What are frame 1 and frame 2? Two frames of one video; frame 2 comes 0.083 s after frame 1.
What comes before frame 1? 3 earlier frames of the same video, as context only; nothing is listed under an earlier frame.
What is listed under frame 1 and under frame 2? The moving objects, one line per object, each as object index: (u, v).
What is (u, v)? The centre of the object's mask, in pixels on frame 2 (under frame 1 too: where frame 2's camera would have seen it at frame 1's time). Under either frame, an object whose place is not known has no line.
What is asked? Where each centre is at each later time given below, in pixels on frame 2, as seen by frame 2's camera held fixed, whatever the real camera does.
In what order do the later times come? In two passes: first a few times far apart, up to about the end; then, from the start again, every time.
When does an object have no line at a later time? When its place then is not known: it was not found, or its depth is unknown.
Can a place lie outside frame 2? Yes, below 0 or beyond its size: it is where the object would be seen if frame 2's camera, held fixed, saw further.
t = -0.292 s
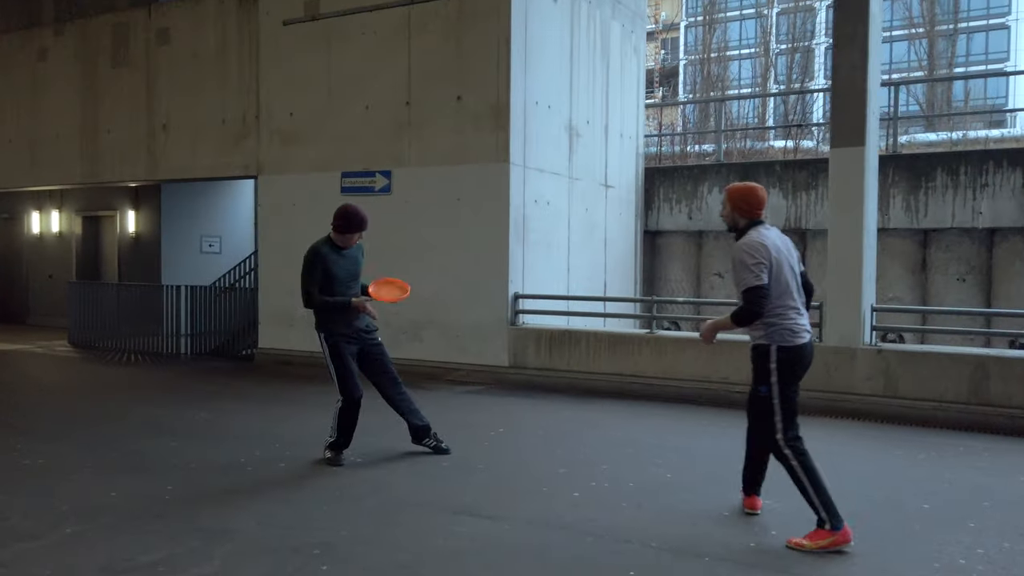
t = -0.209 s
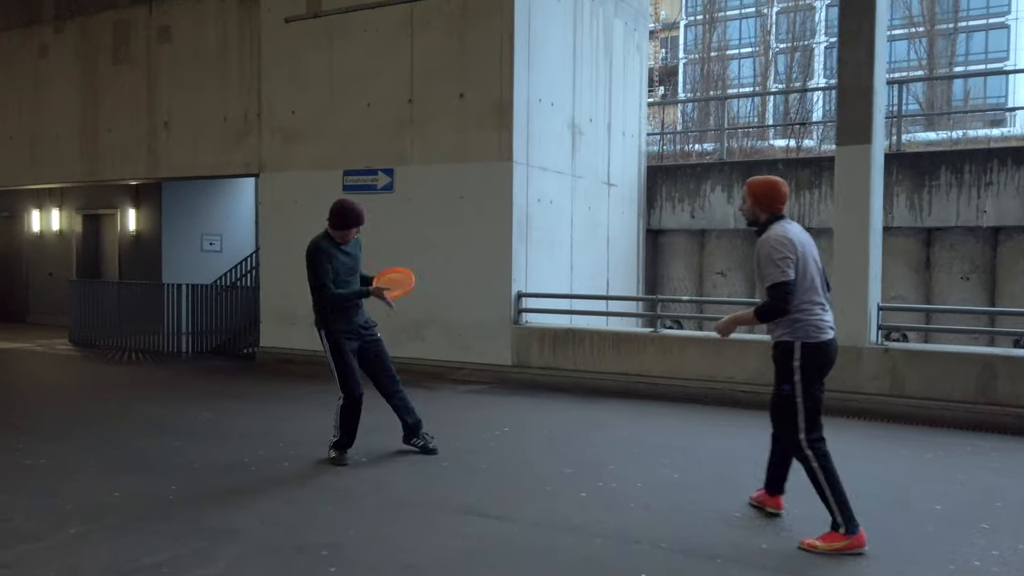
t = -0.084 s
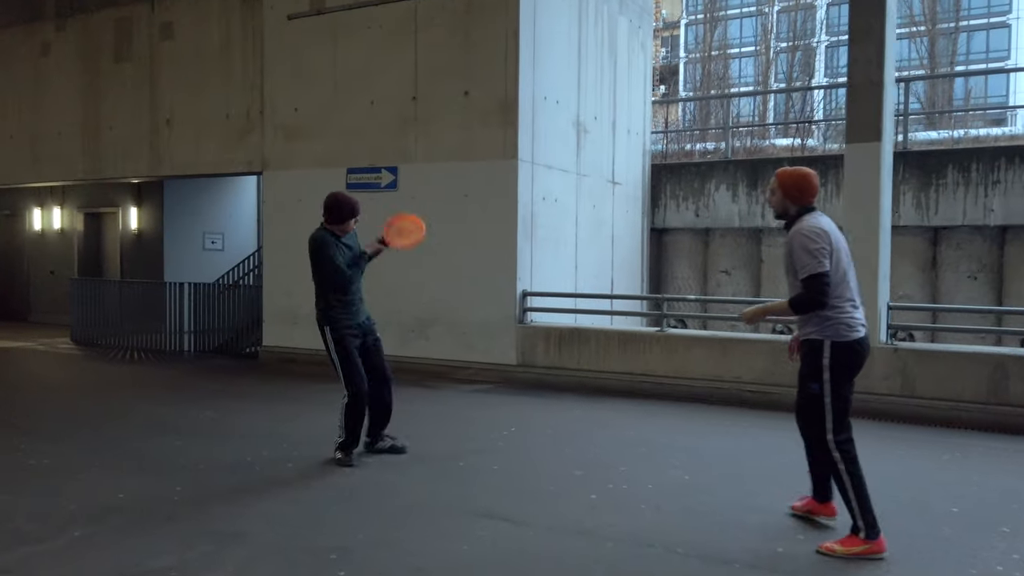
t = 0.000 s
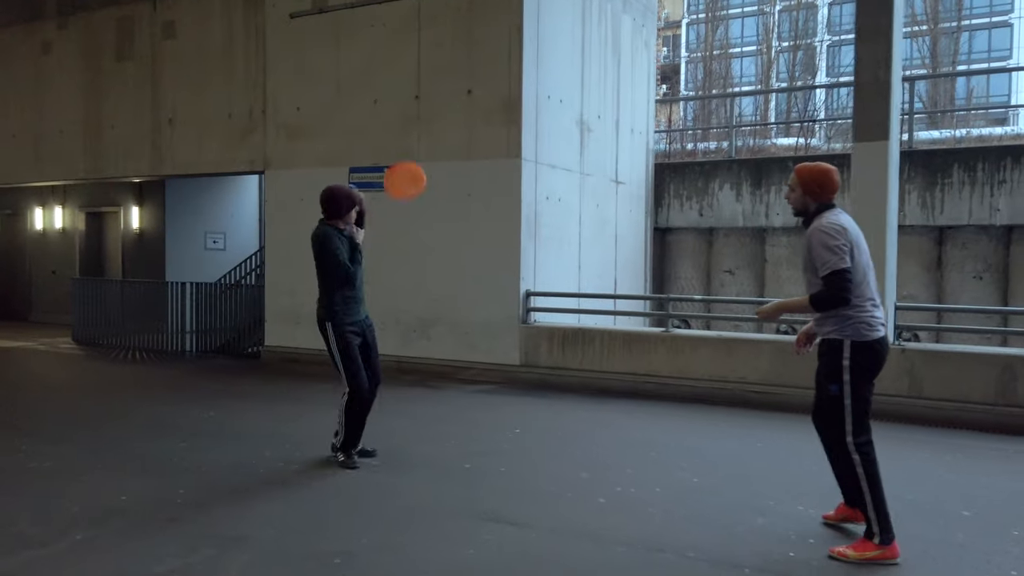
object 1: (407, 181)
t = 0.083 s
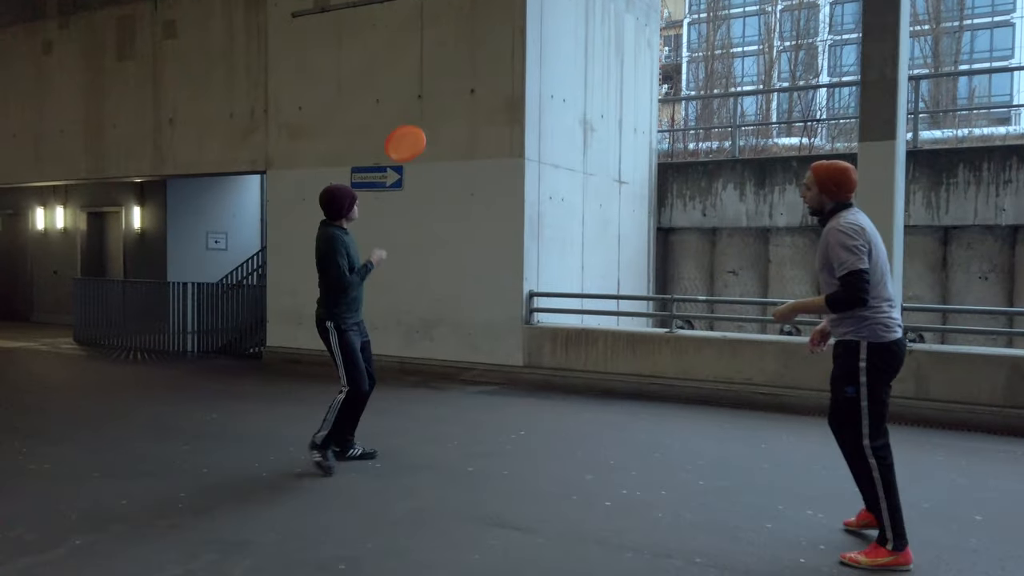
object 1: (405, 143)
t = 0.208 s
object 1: (403, 108)
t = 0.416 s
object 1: (401, 106)
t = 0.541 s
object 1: (400, 136)
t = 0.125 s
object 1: (405, 127)
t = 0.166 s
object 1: (404, 118)
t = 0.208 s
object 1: (403, 108)
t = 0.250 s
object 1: (403, 104)
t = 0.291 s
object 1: (402, 100)
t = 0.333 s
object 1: (401, 100)
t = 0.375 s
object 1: (401, 102)
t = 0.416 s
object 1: (401, 106)
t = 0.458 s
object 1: (400, 115)
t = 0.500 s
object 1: (400, 122)
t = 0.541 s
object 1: (400, 136)
